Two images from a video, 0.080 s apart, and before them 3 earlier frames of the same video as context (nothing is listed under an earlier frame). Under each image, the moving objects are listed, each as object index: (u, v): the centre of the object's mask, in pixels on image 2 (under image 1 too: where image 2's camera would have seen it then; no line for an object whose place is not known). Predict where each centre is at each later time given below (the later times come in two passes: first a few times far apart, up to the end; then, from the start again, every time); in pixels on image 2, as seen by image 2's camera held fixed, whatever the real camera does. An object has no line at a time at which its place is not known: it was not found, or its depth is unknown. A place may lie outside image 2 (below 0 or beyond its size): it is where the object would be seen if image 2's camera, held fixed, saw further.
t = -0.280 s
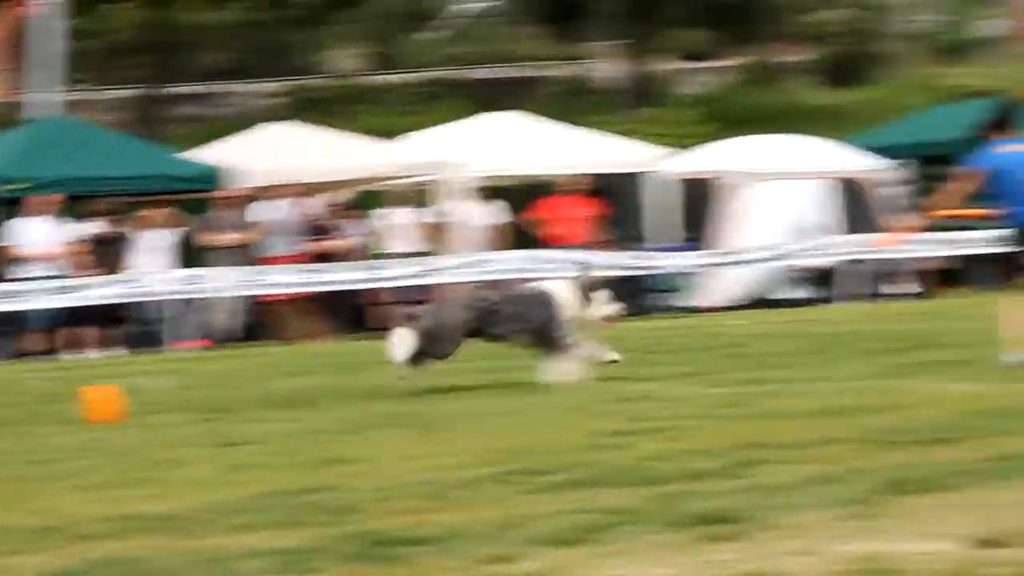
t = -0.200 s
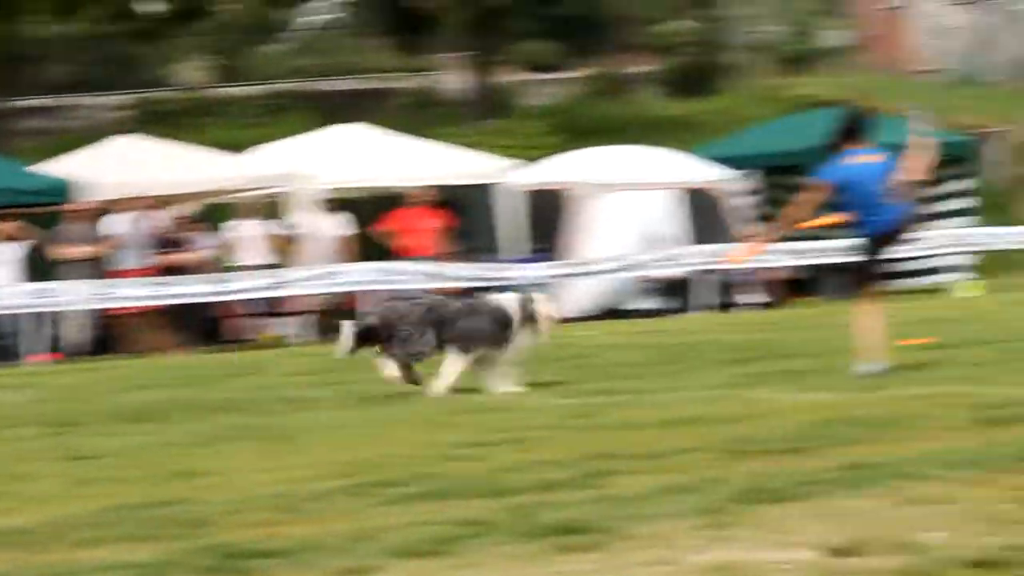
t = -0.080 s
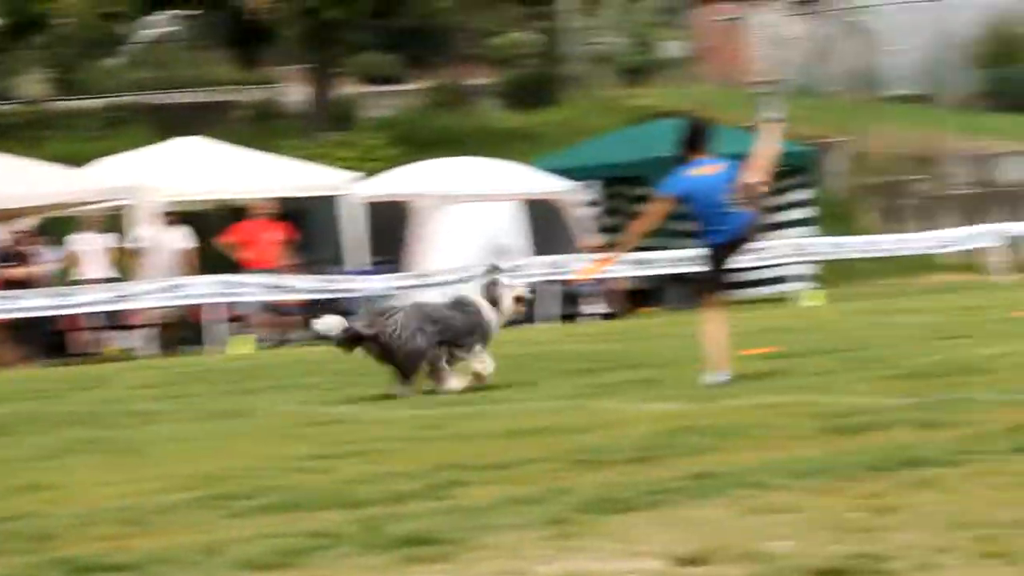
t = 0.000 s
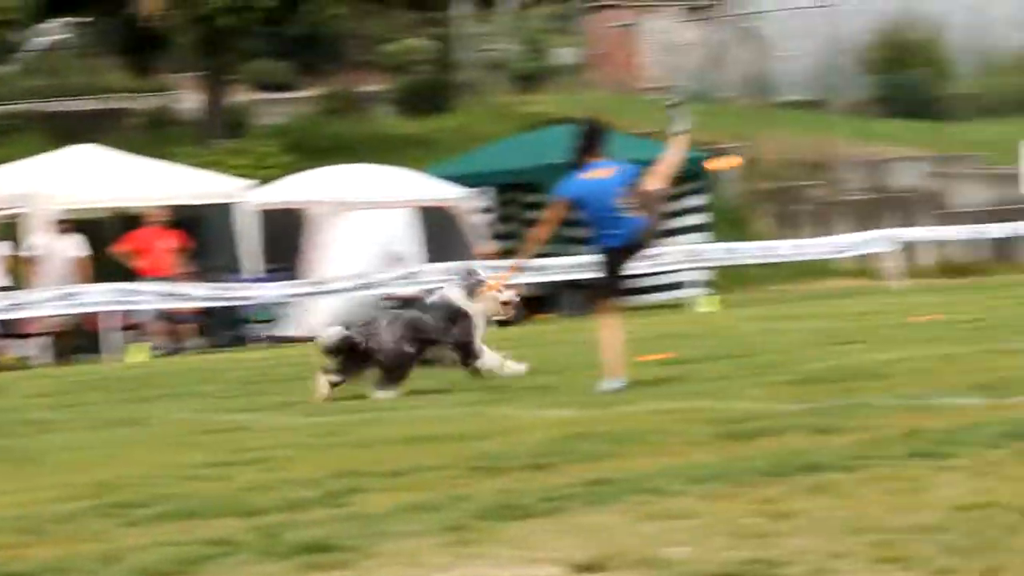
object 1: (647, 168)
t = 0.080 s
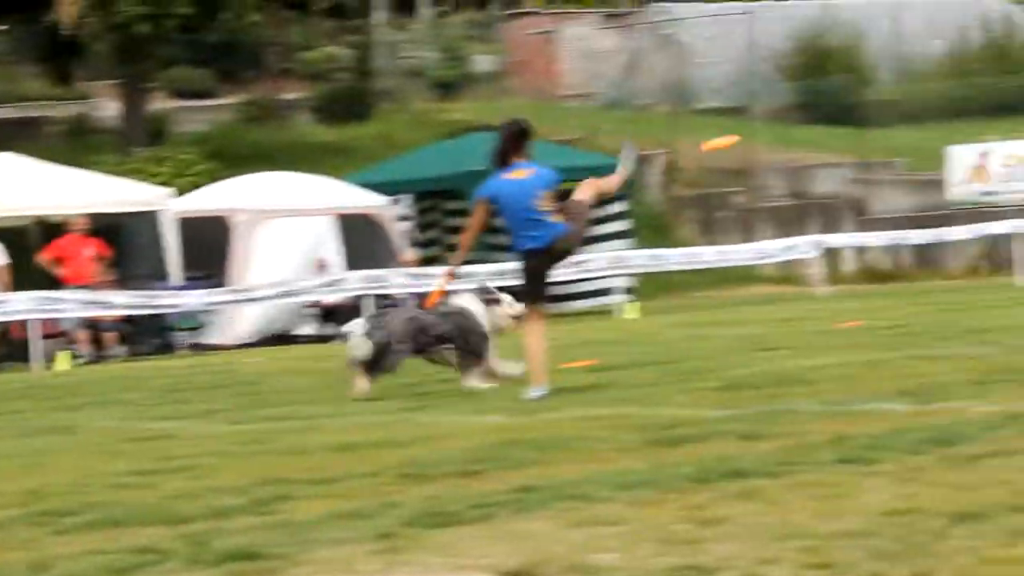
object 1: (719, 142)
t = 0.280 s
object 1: (891, 96)
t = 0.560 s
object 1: (1102, 65)
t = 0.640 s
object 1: (1167, 65)
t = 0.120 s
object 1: (755, 132)
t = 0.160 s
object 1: (792, 122)
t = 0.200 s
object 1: (825, 113)
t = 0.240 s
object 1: (859, 103)
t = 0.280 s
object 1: (891, 96)
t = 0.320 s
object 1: (922, 90)
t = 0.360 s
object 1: (952, 86)
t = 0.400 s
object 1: (978, 84)
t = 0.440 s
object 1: (1006, 83)
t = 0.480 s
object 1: (1040, 82)
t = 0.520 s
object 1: (1078, 77)
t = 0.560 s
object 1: (1102, 65)
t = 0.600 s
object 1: (1136, 65)
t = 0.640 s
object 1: (1167, 65)
